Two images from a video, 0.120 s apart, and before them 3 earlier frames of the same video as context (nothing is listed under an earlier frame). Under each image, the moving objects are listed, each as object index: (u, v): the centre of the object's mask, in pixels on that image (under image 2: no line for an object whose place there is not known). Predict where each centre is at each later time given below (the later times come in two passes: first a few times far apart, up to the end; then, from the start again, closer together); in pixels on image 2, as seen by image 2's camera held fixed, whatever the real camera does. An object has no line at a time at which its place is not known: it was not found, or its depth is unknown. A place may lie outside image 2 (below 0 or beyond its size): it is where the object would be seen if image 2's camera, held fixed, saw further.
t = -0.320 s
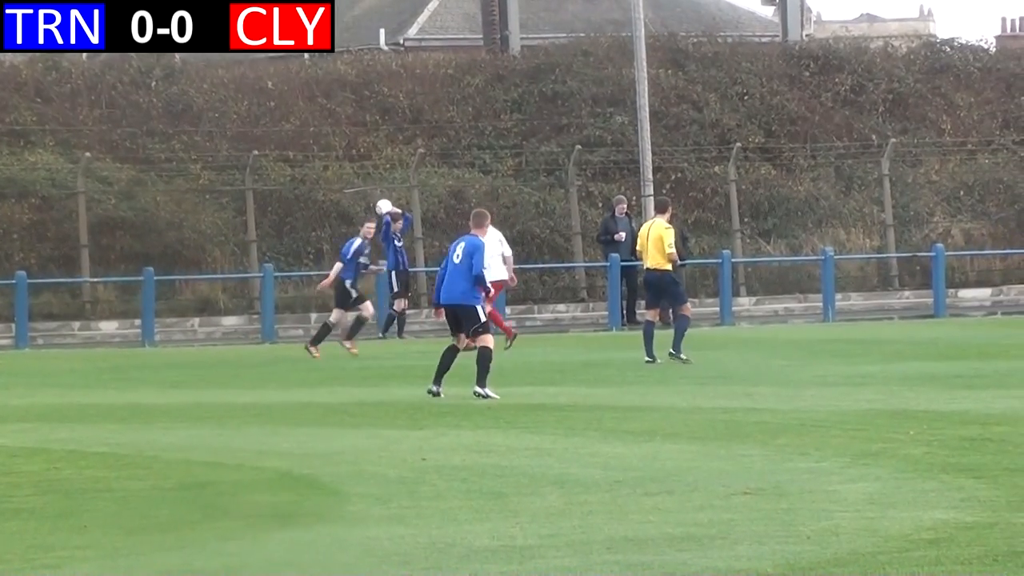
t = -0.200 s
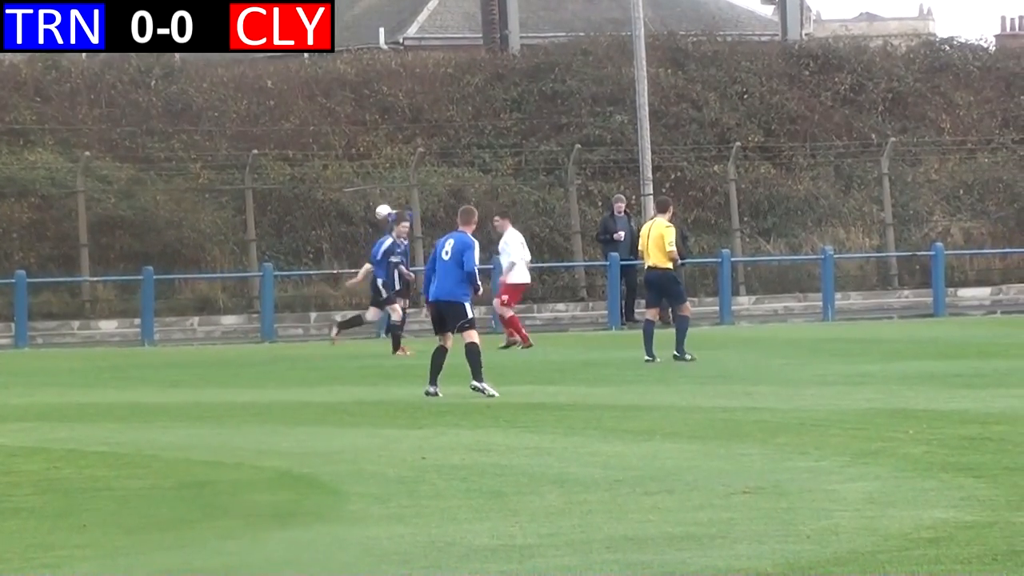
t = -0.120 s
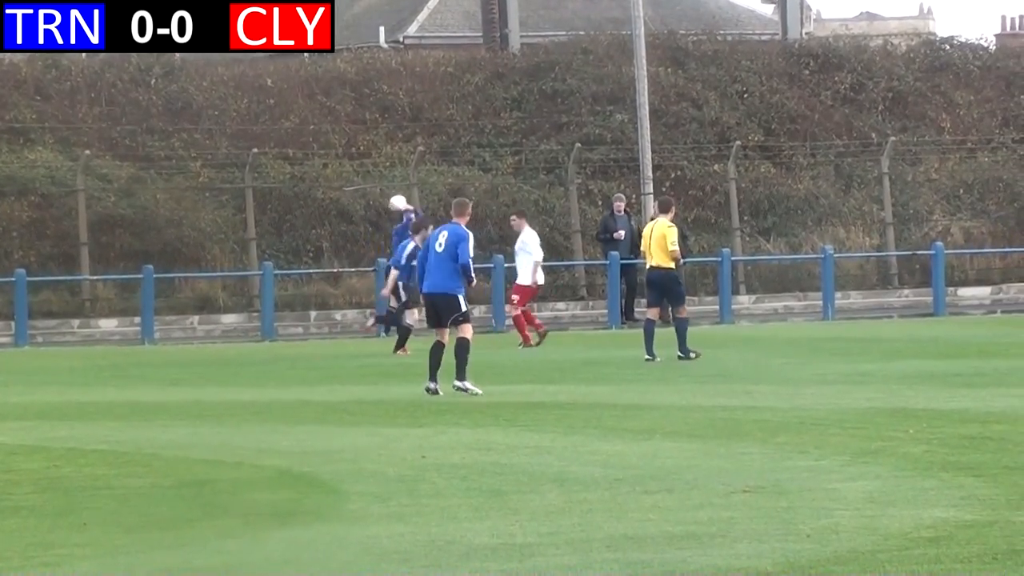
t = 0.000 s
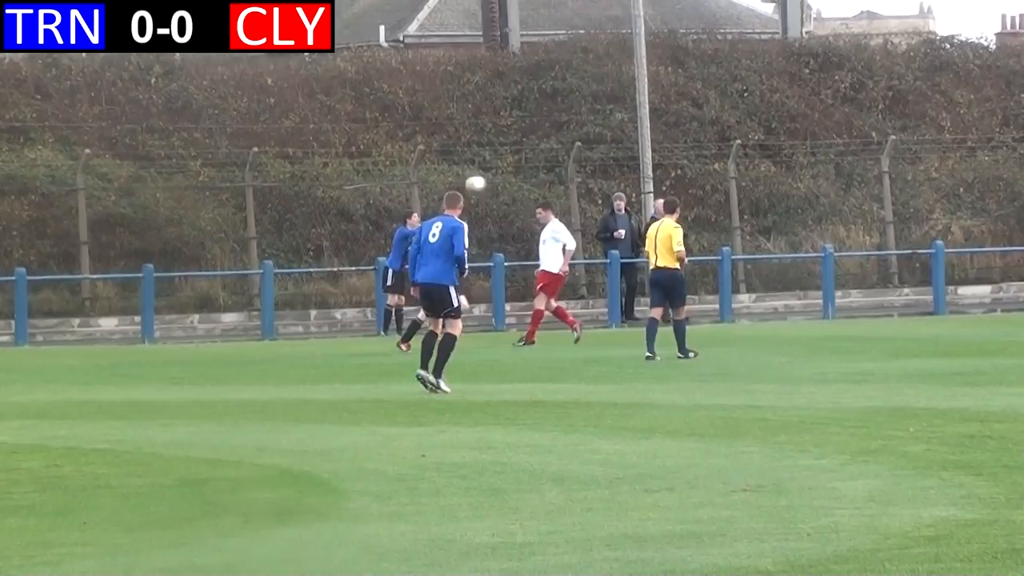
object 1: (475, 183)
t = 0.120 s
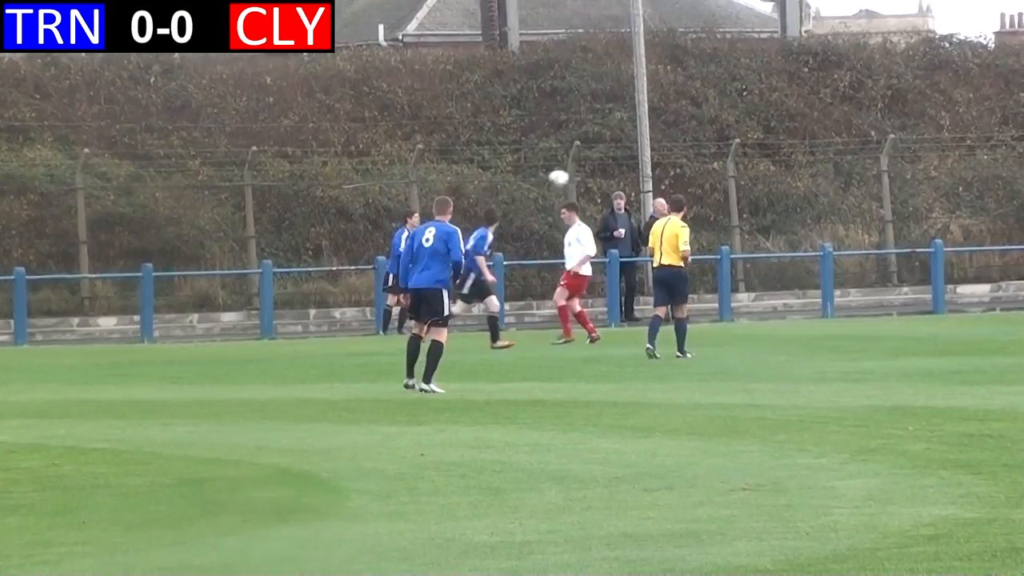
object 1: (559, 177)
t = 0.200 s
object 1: (615, 181)
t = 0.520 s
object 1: (836, 245)
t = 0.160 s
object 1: (587, 178)
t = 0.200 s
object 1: (615, 181)
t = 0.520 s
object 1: (836, 245)
